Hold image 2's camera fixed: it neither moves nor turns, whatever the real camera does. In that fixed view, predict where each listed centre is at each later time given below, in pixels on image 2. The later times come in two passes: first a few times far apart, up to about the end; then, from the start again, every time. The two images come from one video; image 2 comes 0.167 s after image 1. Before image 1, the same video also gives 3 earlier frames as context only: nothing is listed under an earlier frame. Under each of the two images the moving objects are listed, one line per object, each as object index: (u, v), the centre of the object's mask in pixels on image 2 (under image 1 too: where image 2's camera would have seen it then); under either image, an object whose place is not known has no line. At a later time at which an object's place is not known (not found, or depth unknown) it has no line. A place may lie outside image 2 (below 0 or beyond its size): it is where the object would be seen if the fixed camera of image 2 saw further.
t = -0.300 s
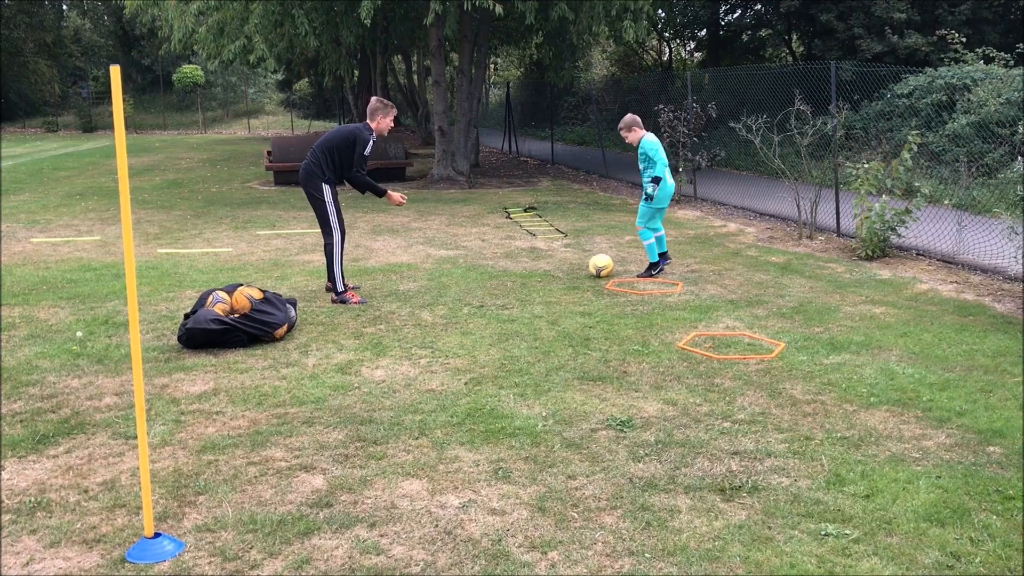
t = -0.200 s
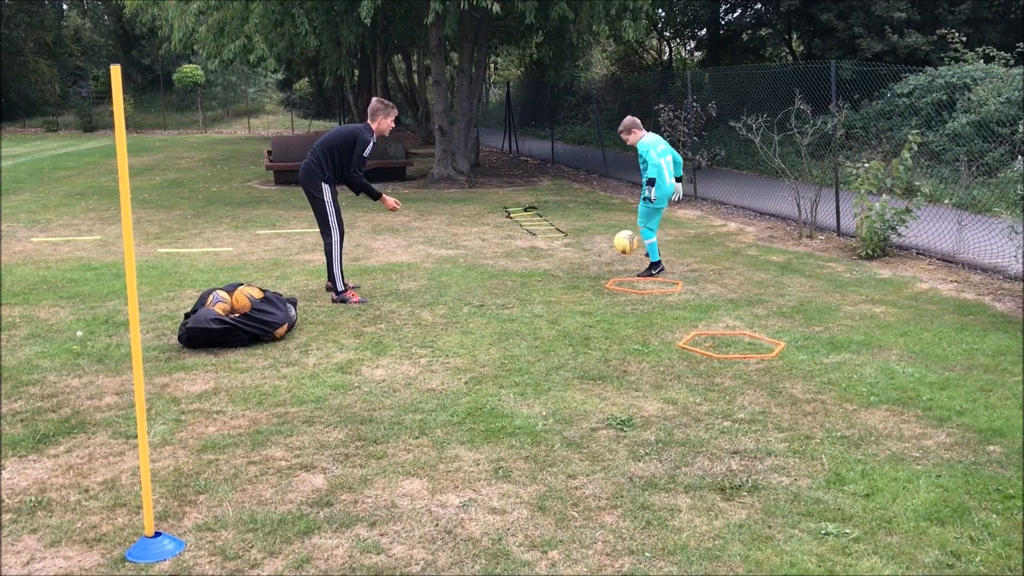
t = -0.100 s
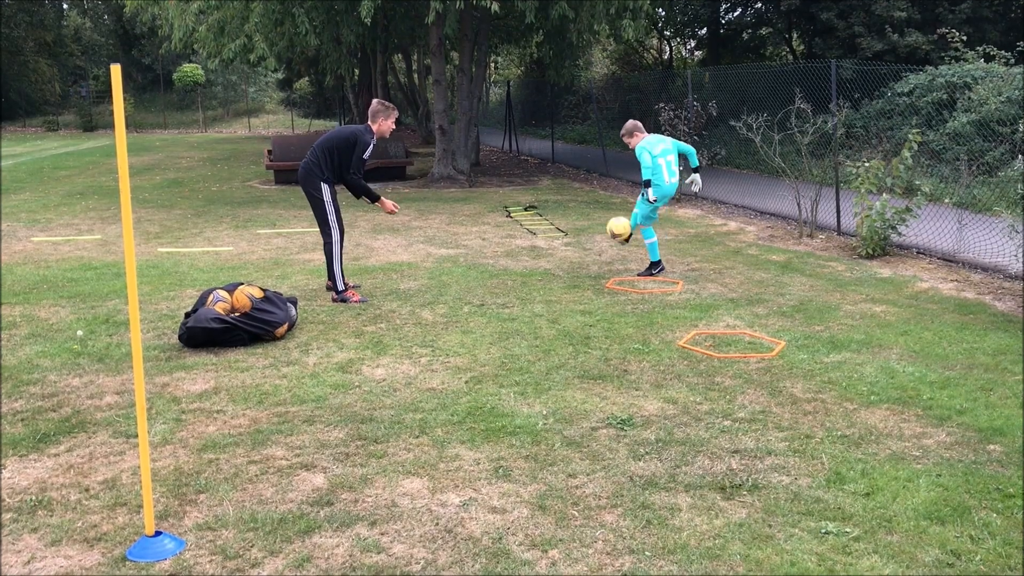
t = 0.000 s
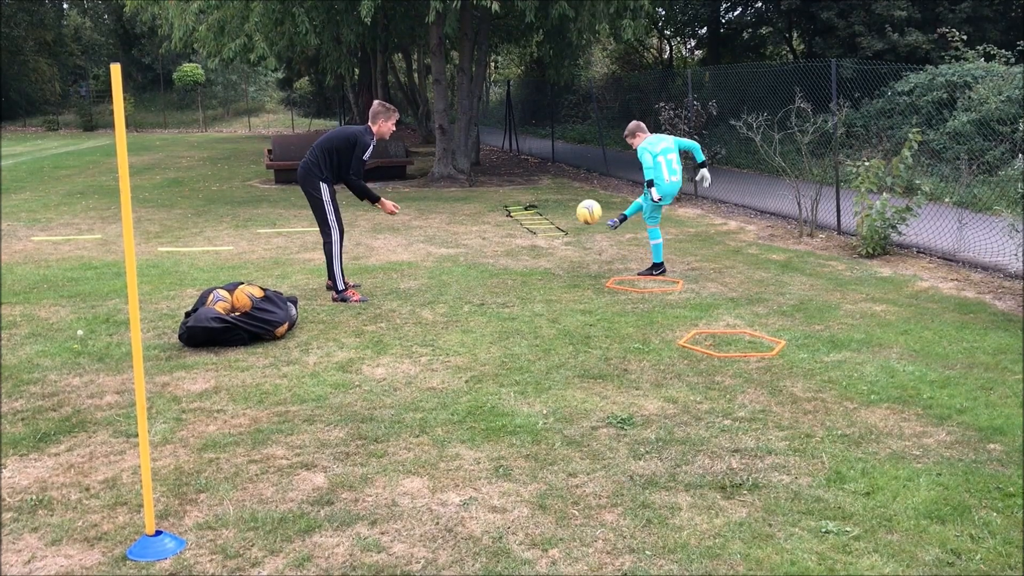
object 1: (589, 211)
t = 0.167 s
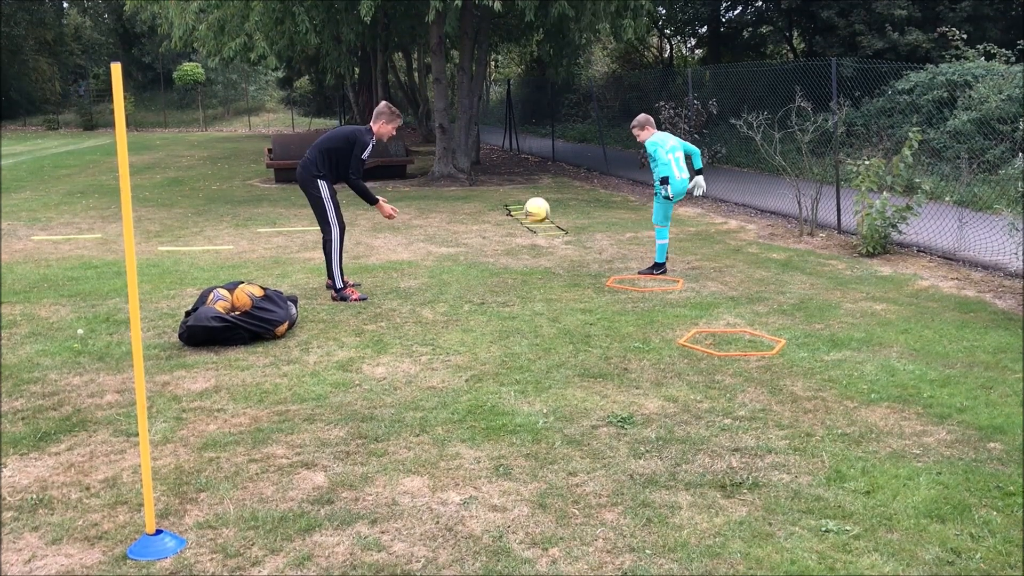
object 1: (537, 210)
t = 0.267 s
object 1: (504, 226)
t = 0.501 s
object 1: (435, 274)
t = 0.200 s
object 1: (526, 214)
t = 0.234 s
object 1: (515, 219)
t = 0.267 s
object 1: (504, 226)
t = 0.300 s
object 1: (493, 234)
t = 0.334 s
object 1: (482, 244)
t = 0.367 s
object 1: (471, 255)
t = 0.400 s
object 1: (460, 268)
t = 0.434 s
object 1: (449, 282)
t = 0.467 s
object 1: (441, 283)
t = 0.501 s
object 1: (435, 274)
